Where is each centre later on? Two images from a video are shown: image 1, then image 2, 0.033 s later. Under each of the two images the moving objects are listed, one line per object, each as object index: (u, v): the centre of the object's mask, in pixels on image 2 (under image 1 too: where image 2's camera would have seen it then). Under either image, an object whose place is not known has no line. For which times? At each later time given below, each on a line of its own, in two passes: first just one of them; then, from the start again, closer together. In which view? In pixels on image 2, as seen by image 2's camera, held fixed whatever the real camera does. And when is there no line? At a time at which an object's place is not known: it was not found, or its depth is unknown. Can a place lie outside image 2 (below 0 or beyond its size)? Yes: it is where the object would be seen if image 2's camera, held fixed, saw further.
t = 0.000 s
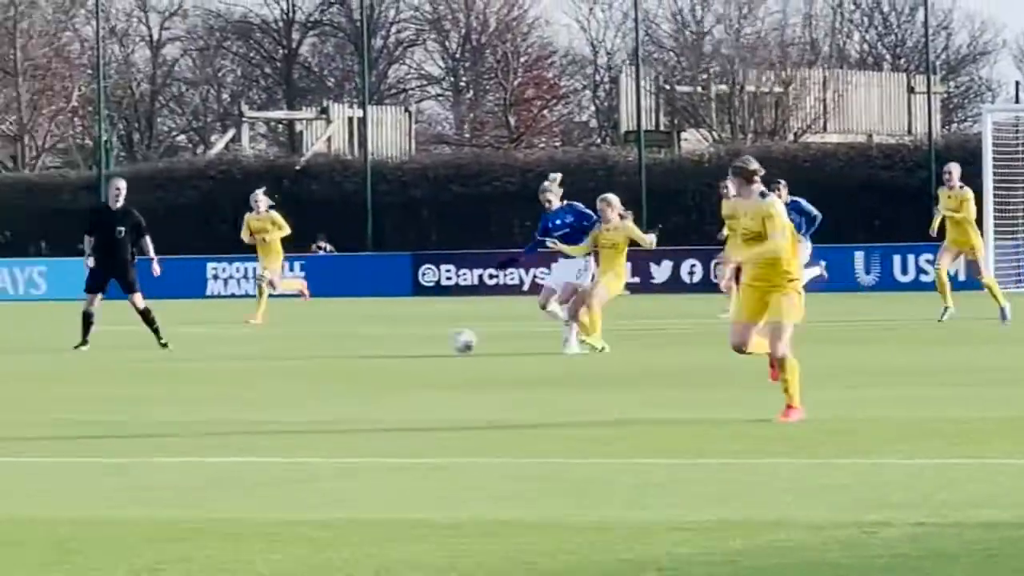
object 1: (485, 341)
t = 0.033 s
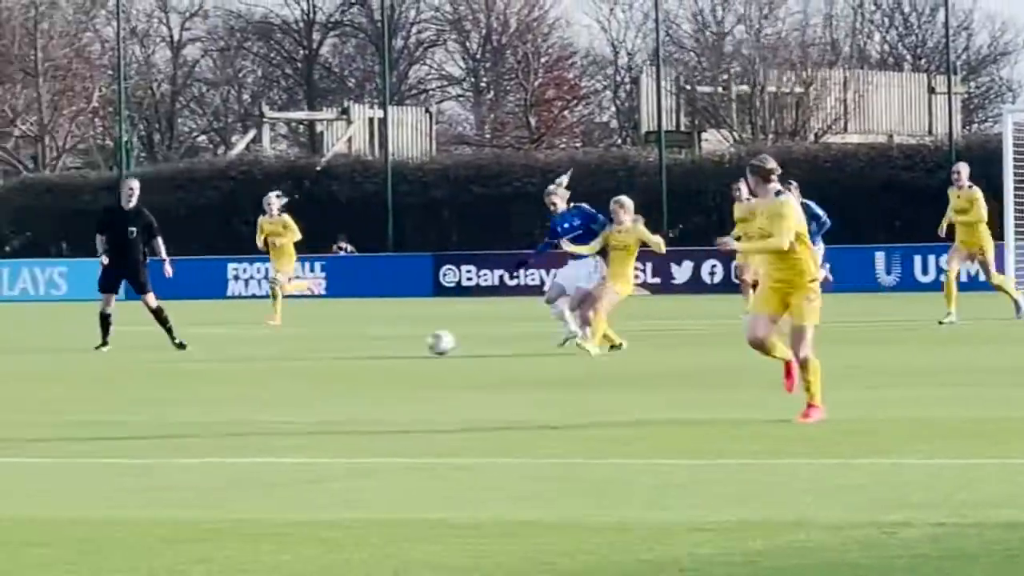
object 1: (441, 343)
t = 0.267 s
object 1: (143, 349)
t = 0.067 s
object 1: (398, 346)
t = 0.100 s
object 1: (351, 348)
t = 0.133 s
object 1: (307, 350)
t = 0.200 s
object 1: (227, 348)
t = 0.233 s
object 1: (185, 348)
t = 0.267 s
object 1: (143, 349)
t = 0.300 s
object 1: (102, 352)
